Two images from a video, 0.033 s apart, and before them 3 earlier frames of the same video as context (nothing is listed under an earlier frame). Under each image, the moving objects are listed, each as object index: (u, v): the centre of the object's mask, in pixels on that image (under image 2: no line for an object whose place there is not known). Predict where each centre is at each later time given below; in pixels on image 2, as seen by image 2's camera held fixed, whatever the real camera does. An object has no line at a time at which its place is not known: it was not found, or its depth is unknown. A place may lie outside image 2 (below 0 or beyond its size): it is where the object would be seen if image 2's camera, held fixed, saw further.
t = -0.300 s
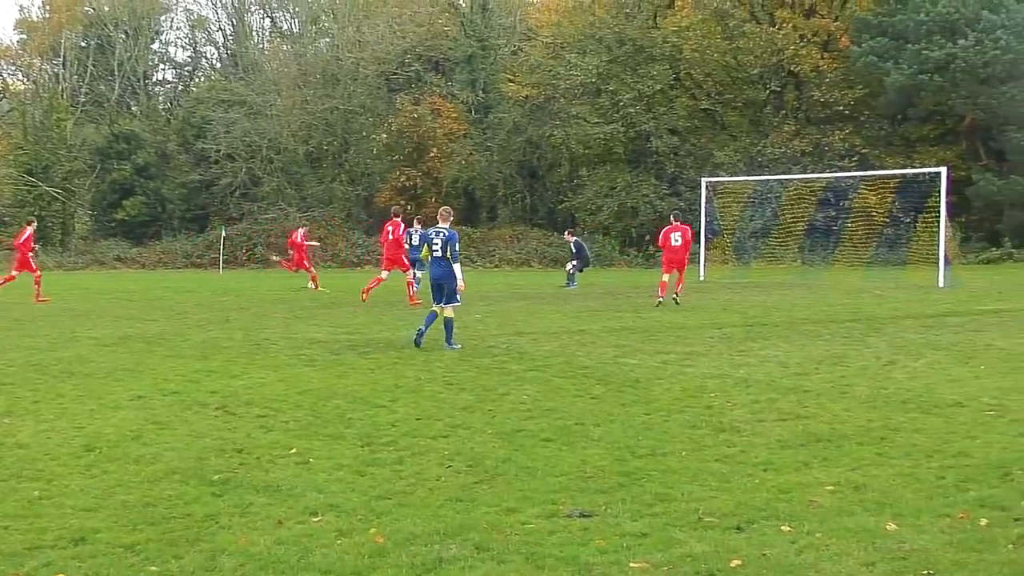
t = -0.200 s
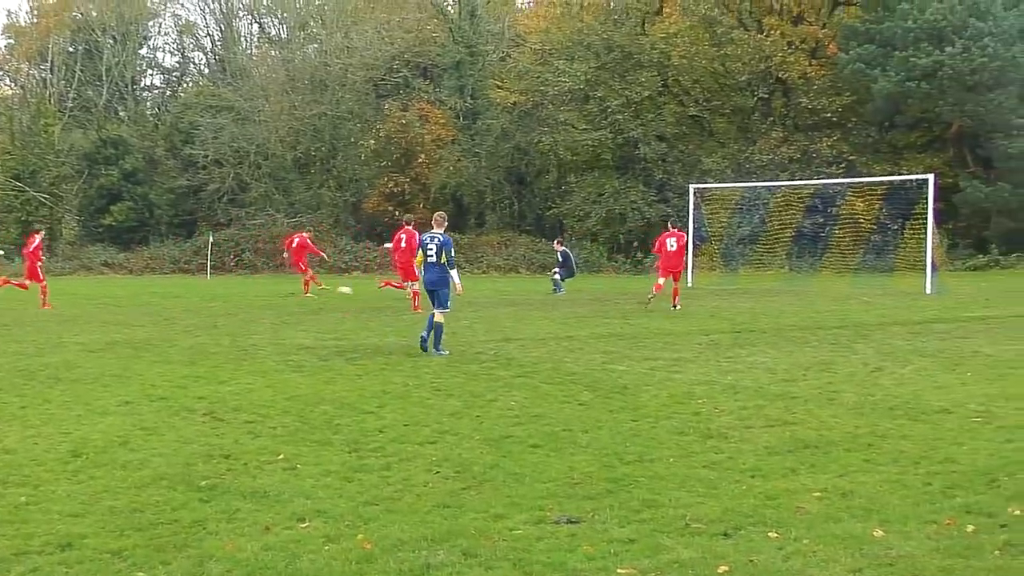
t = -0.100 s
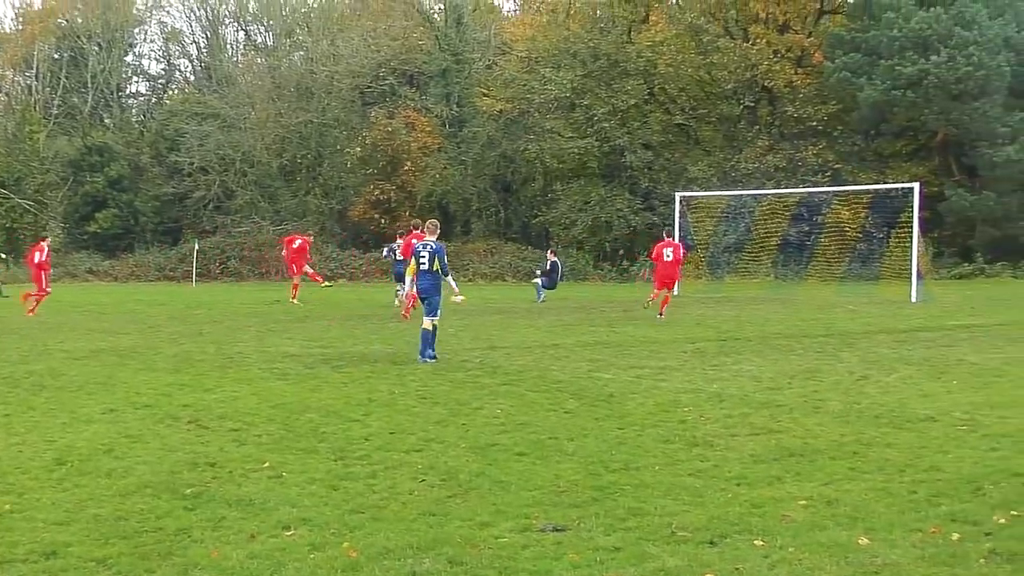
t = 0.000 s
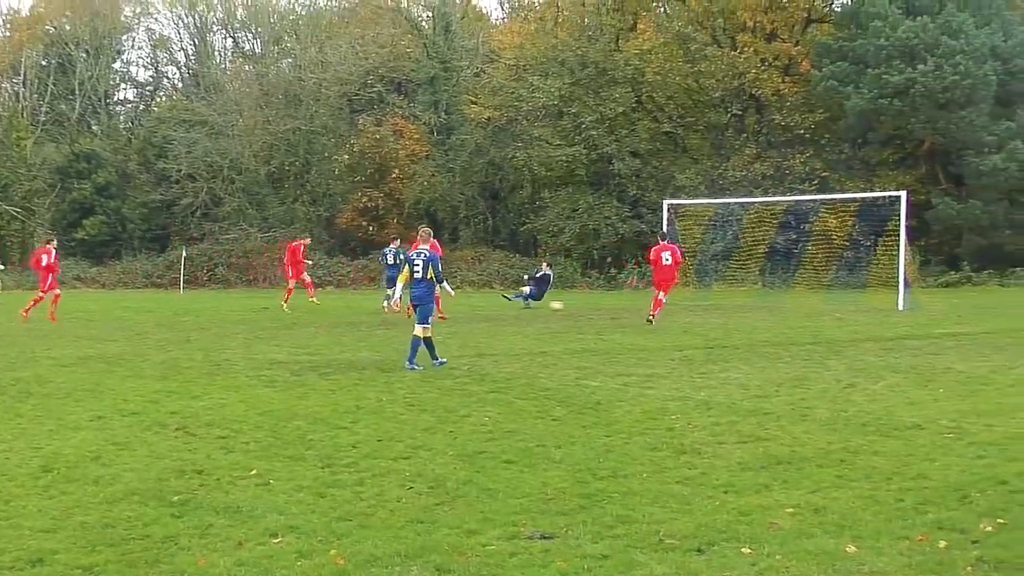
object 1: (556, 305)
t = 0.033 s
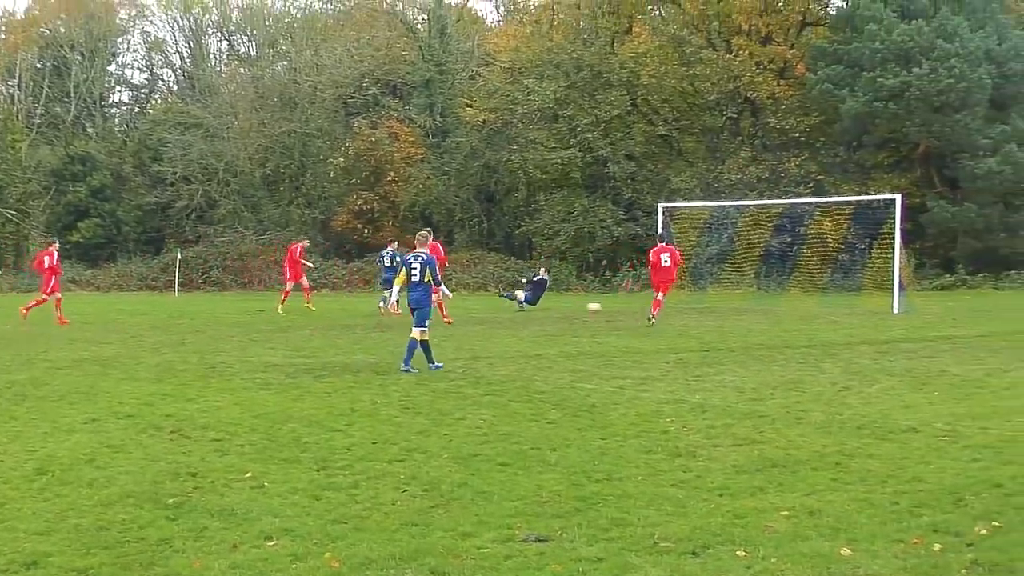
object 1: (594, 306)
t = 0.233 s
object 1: (809, 306)
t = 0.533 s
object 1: (773, 277)
